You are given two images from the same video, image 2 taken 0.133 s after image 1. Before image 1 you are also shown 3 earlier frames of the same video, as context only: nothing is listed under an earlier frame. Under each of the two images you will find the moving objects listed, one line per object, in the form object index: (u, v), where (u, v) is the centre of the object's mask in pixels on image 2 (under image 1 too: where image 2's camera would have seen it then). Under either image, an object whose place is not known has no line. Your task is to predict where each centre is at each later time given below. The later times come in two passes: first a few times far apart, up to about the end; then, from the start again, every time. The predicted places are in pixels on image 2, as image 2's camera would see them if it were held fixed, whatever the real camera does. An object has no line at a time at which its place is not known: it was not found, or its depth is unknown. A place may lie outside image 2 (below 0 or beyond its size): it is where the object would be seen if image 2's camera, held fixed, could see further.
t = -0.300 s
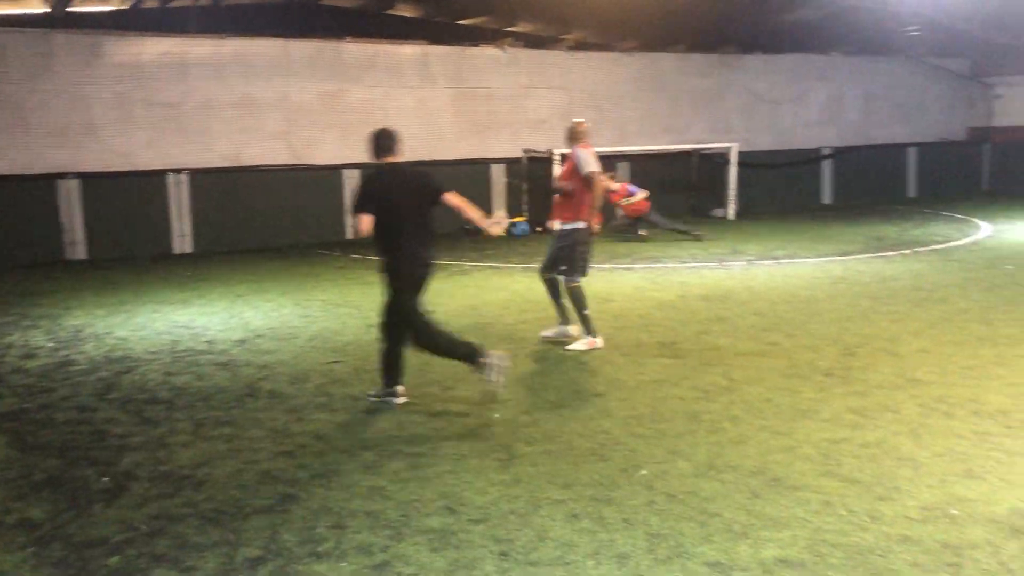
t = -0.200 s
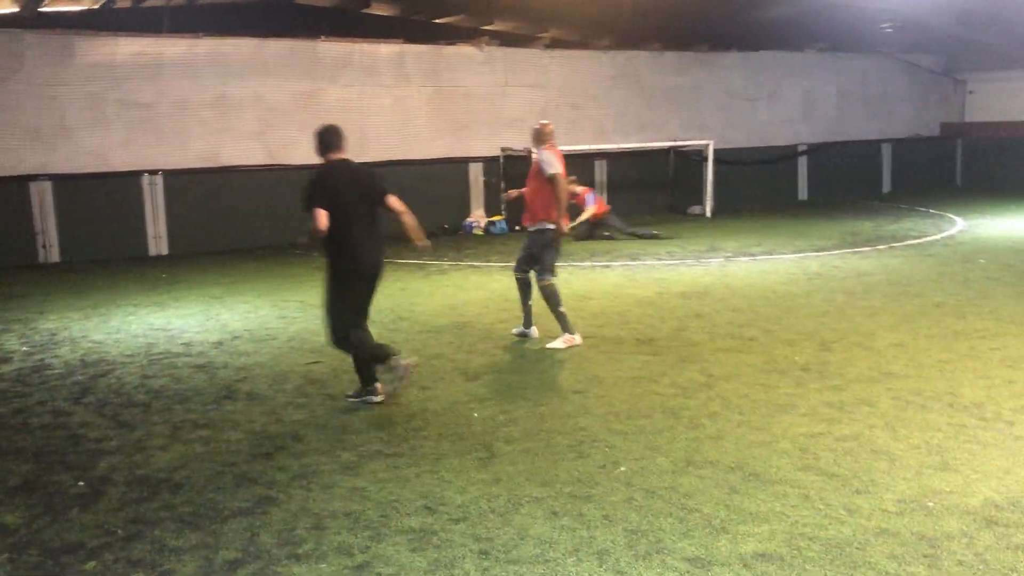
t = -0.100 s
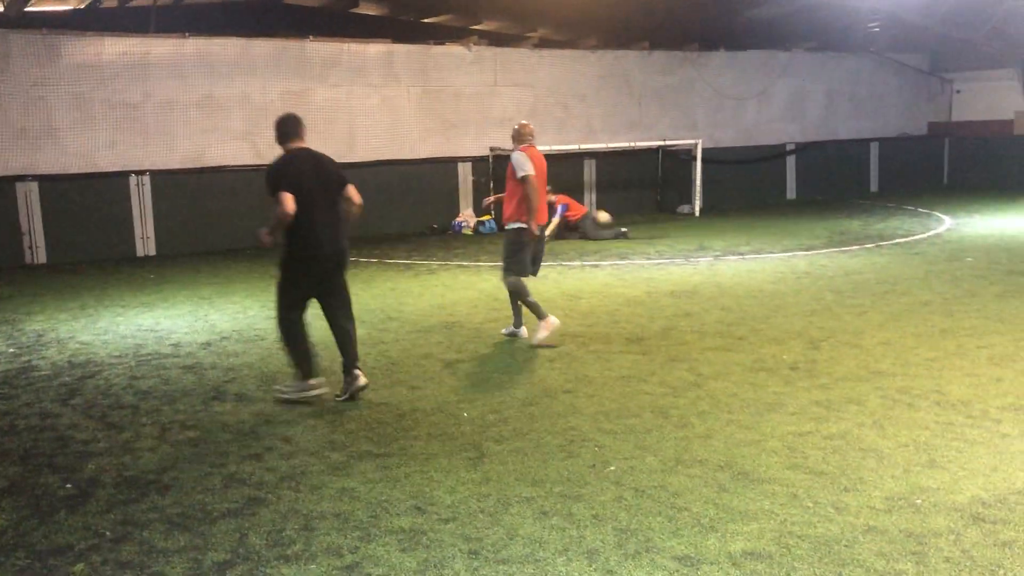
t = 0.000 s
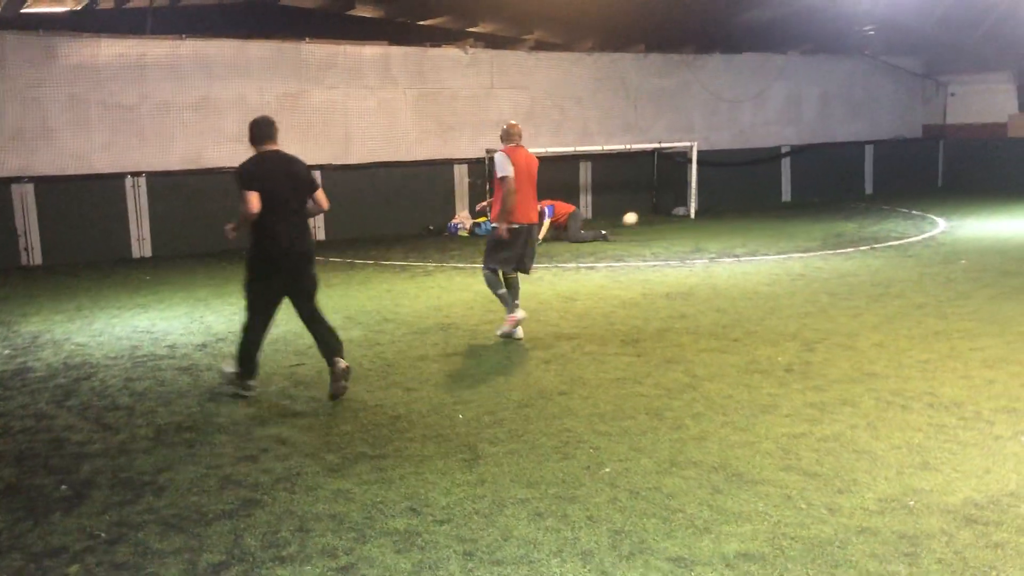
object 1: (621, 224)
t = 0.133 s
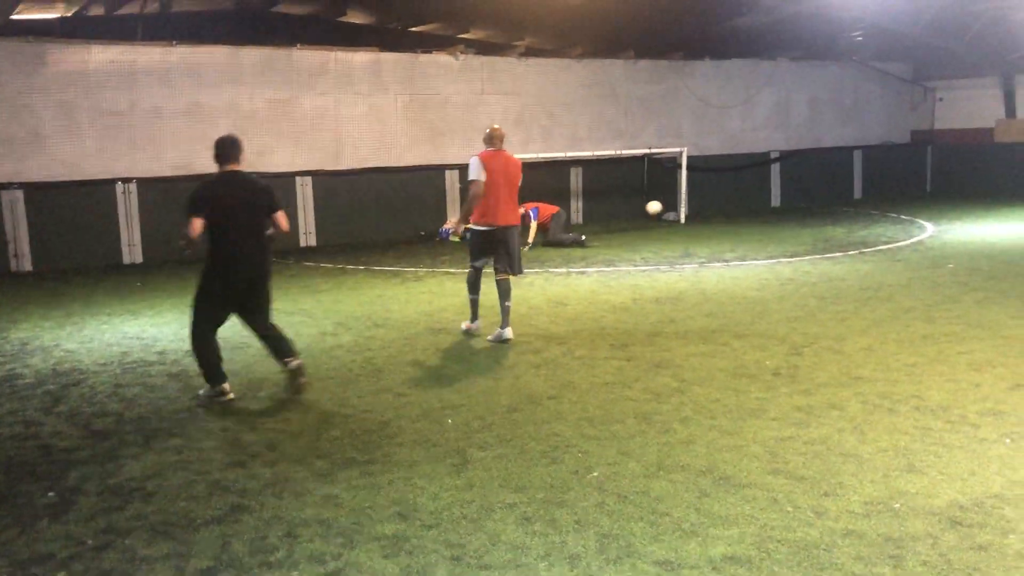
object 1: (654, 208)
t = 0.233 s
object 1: (680, 203)
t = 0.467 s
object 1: (744, 219)
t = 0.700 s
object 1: (821, 232)
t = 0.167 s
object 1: (662, 206)
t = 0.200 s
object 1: (670, 204)
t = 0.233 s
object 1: (680, 203)
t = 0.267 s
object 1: (688, 203)
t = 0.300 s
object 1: (697, 203)
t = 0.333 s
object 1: (707, 205)
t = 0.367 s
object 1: (716, 207)
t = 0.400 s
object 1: (725, 210)
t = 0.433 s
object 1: (735, 214)
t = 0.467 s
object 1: (744, 219)
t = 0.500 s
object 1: (754, 224)
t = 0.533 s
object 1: (765, 230)
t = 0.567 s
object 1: (775, 237)
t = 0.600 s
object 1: (786, 246)
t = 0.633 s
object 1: (797, 245)
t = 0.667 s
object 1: (808, 237)
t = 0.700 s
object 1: (821, 232)
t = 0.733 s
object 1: (834, 228)
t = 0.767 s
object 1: (846, 225)
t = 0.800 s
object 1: (859, 223)
